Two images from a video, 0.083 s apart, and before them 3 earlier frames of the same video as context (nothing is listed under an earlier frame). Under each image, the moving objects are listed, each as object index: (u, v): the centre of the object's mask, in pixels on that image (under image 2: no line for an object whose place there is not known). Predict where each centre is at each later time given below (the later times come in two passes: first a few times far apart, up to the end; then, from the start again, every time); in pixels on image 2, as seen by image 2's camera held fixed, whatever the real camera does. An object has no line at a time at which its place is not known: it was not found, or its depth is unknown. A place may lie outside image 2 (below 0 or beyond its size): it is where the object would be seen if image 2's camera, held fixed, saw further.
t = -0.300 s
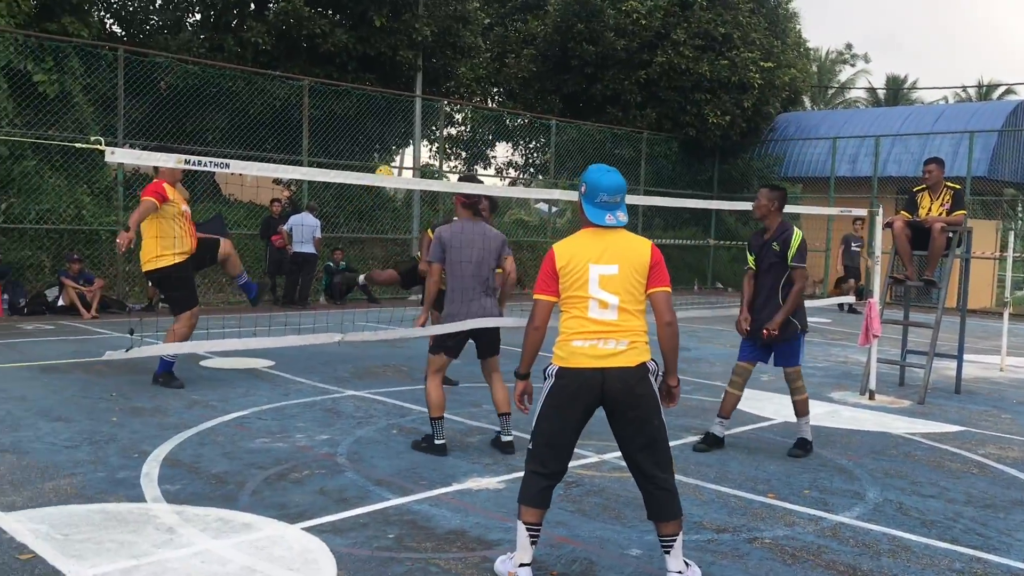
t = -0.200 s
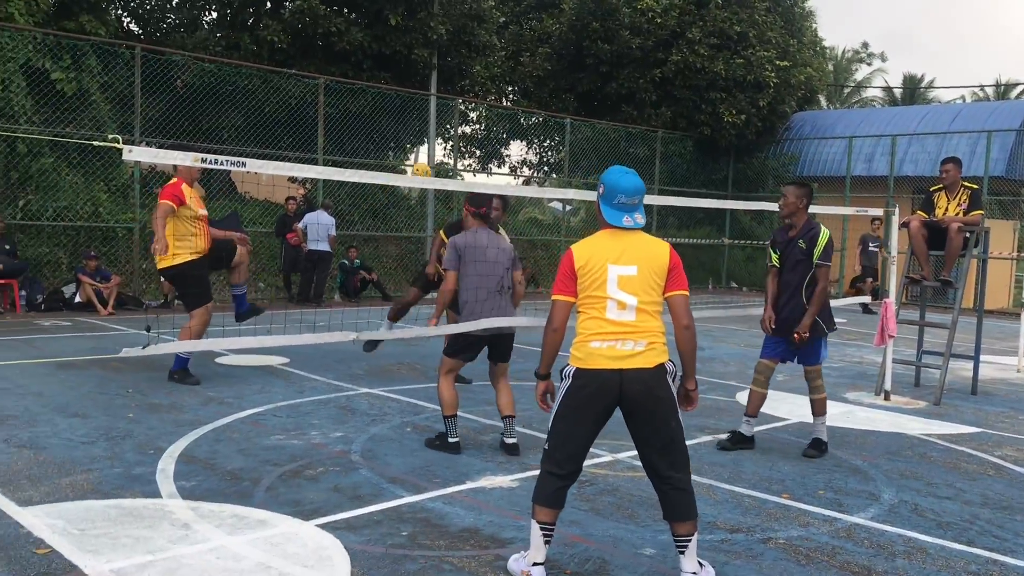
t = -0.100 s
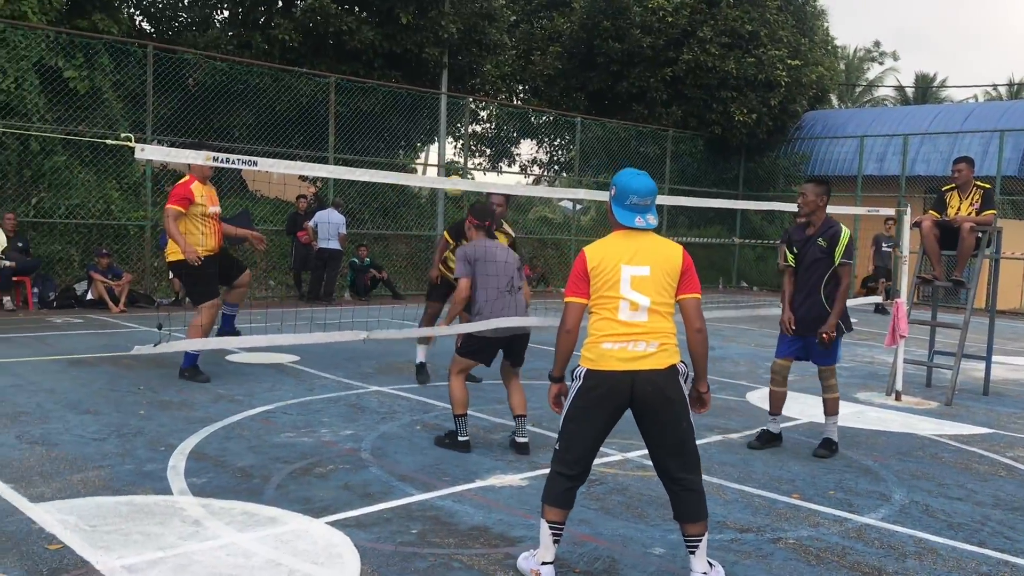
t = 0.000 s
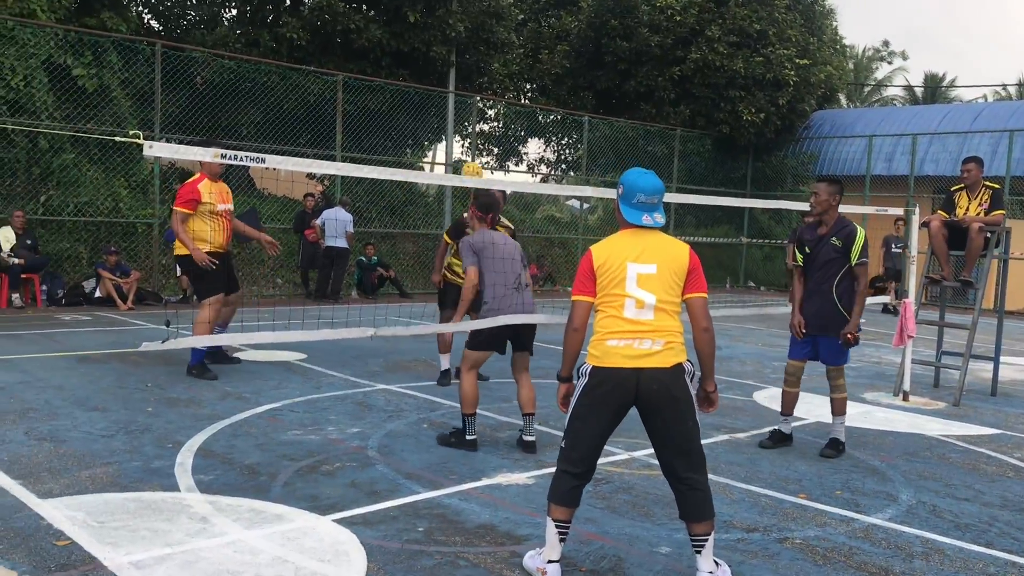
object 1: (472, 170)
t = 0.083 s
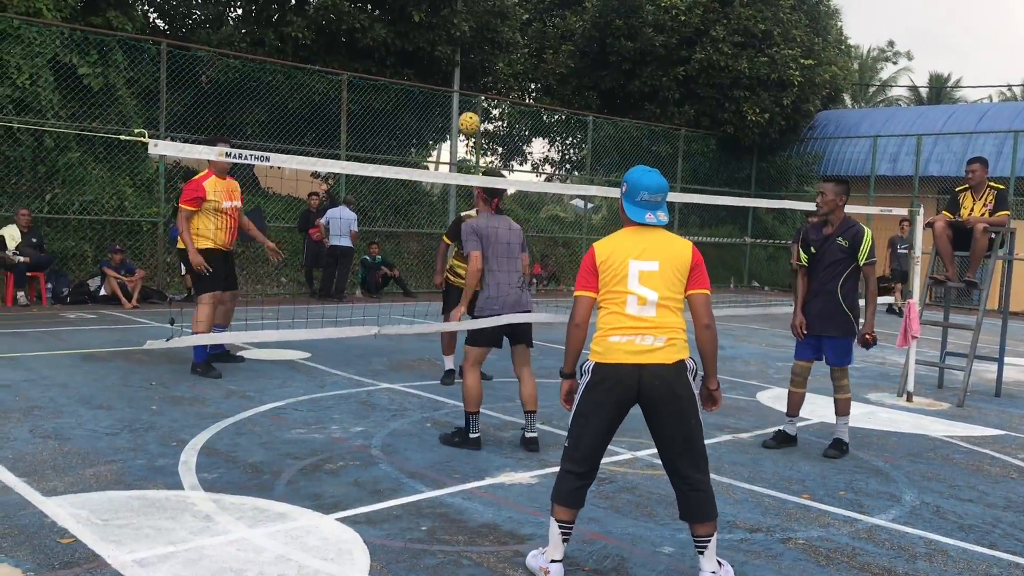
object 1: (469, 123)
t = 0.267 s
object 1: (452, 56)
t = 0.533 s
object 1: (428, 59)
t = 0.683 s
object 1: (413, 108)
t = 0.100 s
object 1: (468, 114)
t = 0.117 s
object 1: (466, 106)
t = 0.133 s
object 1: (465, 99)
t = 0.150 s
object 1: (463, 92)
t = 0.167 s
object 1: (461, 86)
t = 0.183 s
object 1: (460, 79)
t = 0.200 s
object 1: (458, 74)
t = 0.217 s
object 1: (456, 69)
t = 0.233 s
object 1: (455, 65)
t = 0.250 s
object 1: (454, 60)
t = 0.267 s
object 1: (452, 56)
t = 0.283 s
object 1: (451, 54)
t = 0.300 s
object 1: (450, 51)
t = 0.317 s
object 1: (448, 48)
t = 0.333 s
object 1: (446, 46)
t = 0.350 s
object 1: (445, 45)
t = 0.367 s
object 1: (443, 44)
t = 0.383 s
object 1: (442, 43)
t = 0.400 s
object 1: (441, 43)
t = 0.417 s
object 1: (439, 44)
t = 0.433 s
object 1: (438, 45)
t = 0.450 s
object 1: (436, 46)
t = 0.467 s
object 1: (434, 48)
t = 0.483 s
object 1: (433, 50)
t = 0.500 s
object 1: (432, 52)
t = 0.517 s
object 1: (430, 56)
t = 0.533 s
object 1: (428, 59)
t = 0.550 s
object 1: (427, 63)
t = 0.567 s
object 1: (425, 67)
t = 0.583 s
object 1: (423, 72)
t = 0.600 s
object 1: (421, 77)
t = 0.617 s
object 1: (420, 82)
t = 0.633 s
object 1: (418, 88)
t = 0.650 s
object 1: (416, 94)
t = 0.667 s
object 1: (414, 101)
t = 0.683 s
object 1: (413, 108)
